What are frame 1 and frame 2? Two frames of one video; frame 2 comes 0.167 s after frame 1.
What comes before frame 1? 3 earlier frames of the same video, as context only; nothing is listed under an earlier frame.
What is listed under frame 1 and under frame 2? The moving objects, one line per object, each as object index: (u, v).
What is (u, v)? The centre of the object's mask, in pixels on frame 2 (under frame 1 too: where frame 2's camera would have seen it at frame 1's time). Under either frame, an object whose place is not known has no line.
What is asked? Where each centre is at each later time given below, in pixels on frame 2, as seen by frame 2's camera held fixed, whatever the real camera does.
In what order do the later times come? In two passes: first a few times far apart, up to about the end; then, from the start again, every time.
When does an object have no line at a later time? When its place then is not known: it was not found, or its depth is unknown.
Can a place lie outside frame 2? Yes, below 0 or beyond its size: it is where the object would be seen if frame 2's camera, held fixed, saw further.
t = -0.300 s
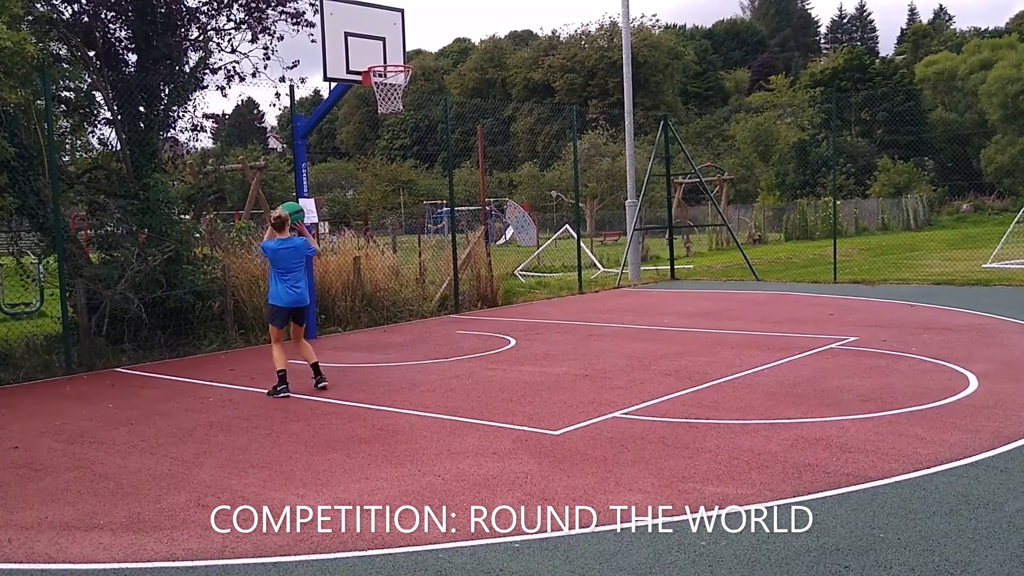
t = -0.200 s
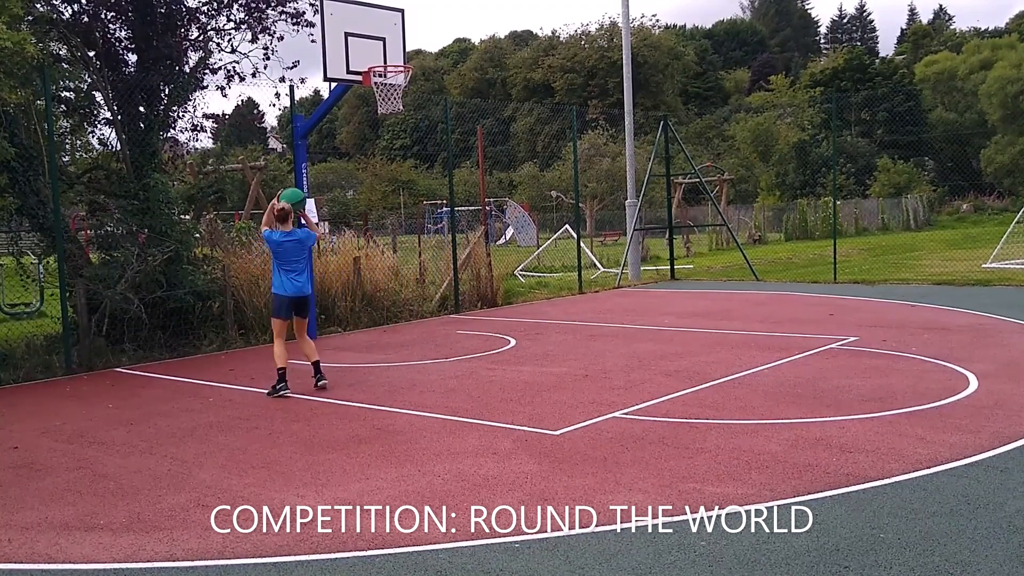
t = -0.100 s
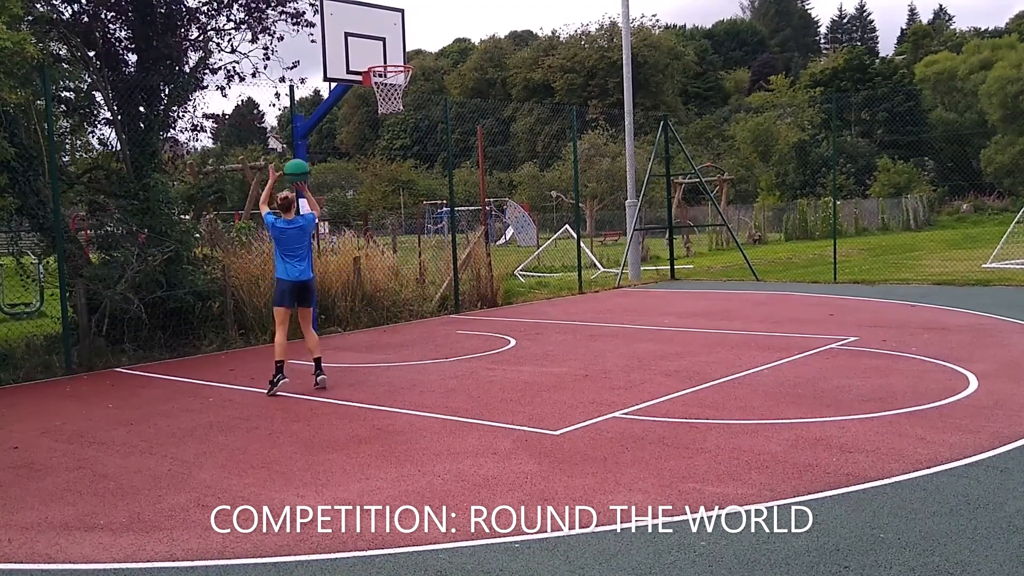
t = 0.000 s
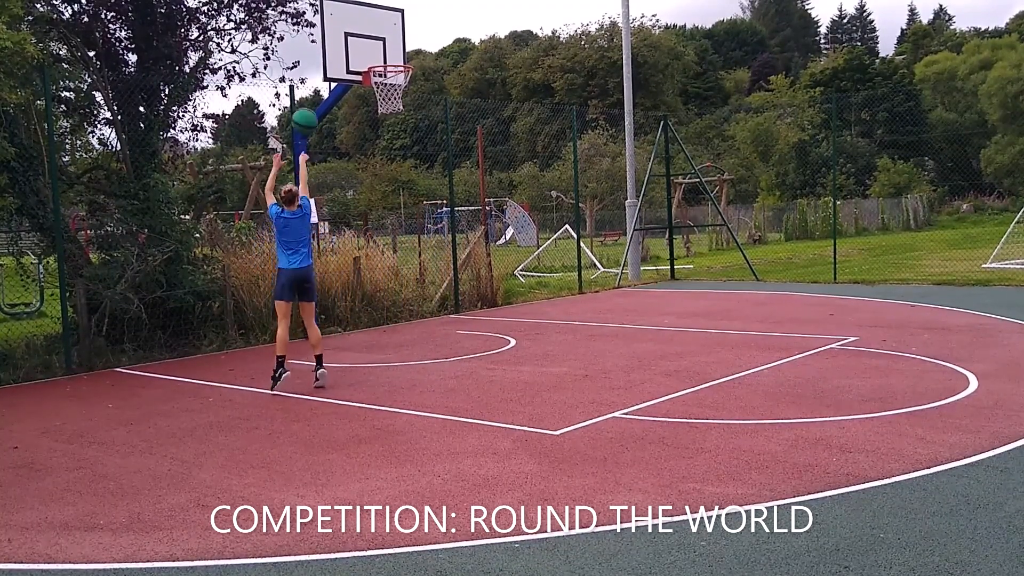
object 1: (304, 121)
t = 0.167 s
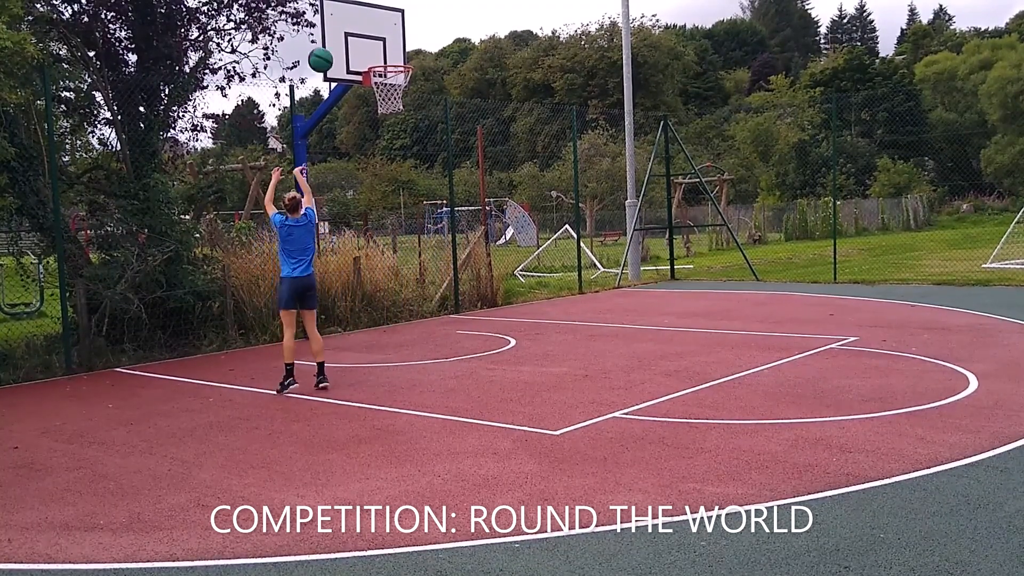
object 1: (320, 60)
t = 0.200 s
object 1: (324, 52)
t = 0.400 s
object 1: (342, 32)
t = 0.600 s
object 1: (369, 46)
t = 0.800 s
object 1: (402, 84)
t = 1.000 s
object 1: (390, 133)
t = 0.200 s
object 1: (324, 52)
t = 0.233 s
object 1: (327, 46)
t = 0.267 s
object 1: (330, 41)
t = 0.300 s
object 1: (333, 36)
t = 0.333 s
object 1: (336, 34)
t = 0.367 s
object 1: (339, 32)
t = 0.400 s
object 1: (342, 32)
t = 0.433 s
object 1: (345, 32)
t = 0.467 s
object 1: (348, 34)
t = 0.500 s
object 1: (351, 36)
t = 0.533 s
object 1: (354, 40)
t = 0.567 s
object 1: (362, 43)
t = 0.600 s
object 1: (369, 46)
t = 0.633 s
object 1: (377, 51)
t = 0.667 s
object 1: (384, 56)
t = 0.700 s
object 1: (392, 62)
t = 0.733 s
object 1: (399, 72)
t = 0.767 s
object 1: (403, 77)
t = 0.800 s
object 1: (402, 84)
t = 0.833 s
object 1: (400, 91)
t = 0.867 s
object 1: (400, 94)
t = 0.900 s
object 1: (398, 102)
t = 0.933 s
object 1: (394, 113)
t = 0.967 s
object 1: (391, 123)
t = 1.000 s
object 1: (390, 133)
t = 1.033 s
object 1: (388, 145)
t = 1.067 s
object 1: (386, 157)
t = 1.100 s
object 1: (383, 170)
